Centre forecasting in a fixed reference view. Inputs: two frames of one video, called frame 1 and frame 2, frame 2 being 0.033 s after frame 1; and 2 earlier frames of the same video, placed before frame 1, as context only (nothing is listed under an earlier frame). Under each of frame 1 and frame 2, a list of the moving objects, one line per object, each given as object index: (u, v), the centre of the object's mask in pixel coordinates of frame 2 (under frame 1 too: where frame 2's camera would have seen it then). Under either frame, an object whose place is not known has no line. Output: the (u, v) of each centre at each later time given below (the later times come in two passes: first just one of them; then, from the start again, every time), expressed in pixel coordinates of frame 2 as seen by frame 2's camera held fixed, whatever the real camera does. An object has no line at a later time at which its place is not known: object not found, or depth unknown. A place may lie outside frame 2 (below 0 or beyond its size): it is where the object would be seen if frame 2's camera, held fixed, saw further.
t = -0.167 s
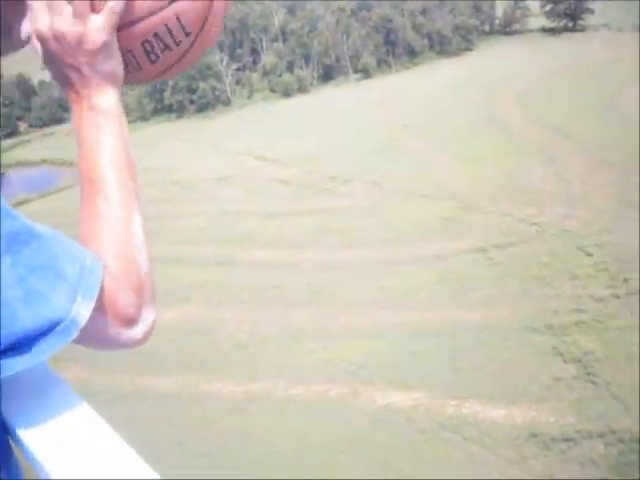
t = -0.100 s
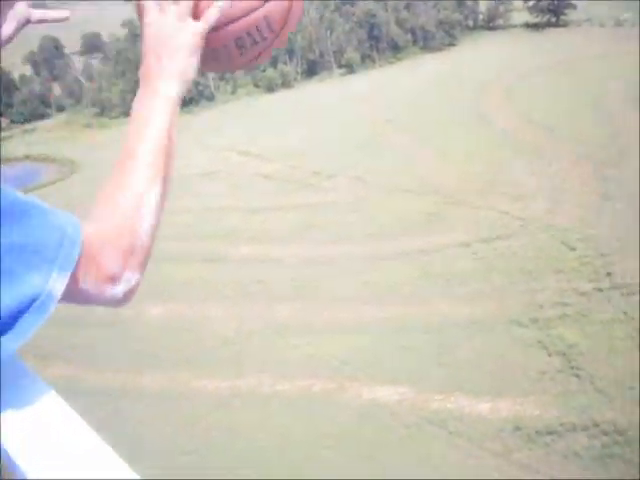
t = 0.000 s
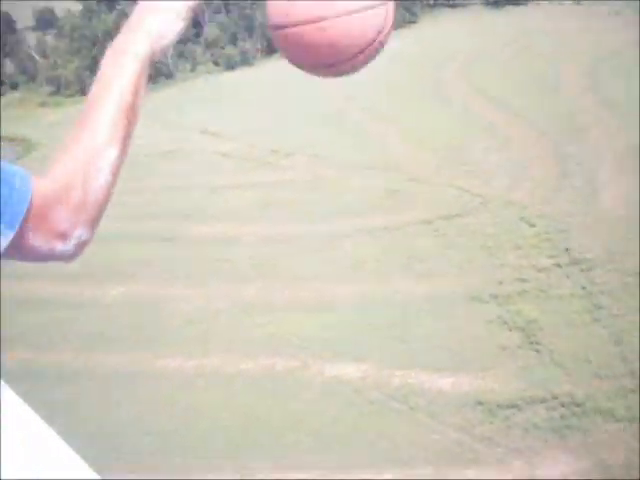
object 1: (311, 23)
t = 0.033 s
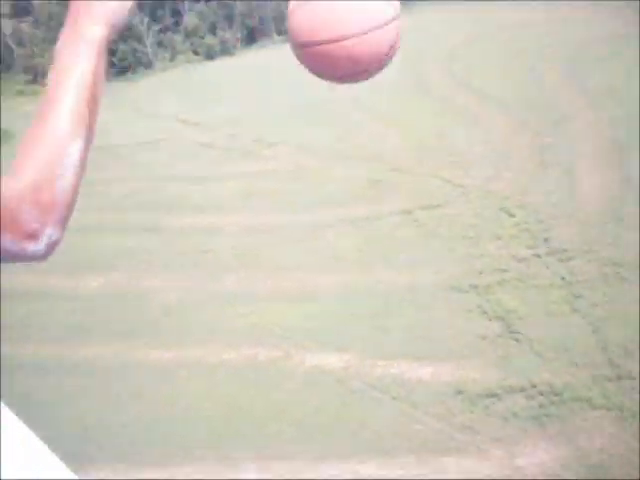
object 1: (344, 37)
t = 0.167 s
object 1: (435, 117)
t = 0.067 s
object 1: (372, 53)
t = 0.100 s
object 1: (397, 72)
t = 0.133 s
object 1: (418, 94)
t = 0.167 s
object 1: (435, 117)
